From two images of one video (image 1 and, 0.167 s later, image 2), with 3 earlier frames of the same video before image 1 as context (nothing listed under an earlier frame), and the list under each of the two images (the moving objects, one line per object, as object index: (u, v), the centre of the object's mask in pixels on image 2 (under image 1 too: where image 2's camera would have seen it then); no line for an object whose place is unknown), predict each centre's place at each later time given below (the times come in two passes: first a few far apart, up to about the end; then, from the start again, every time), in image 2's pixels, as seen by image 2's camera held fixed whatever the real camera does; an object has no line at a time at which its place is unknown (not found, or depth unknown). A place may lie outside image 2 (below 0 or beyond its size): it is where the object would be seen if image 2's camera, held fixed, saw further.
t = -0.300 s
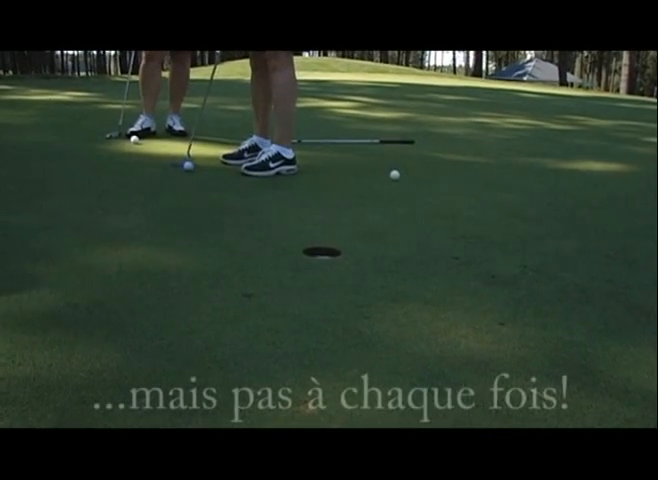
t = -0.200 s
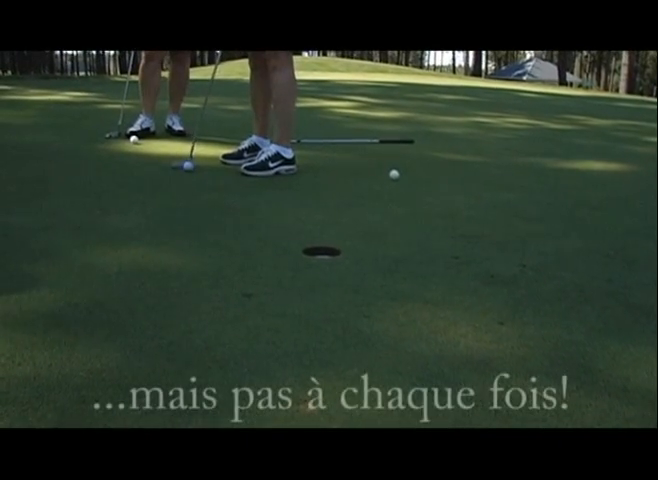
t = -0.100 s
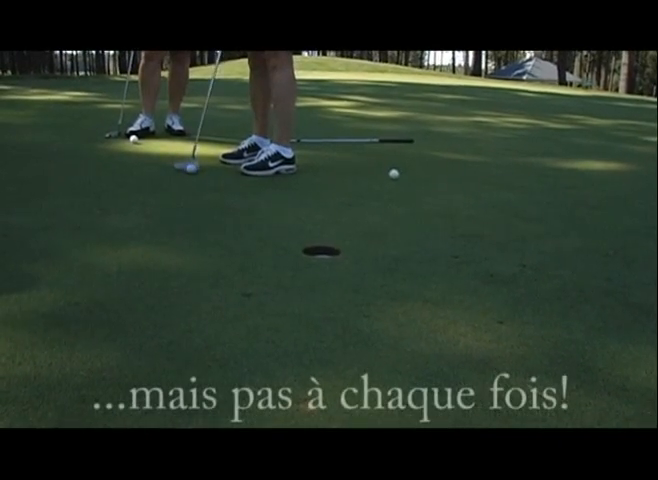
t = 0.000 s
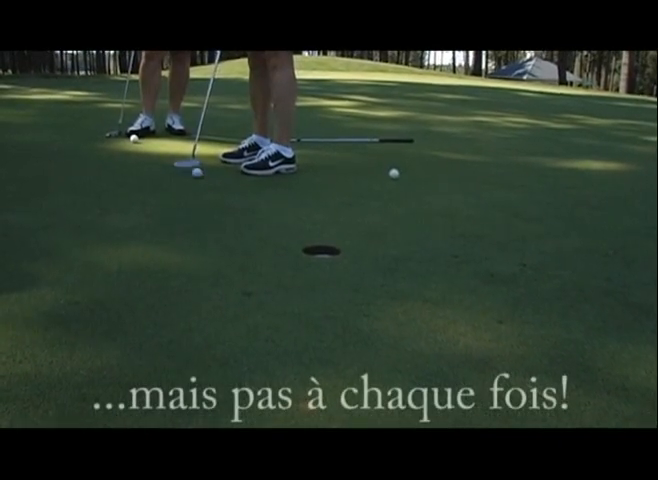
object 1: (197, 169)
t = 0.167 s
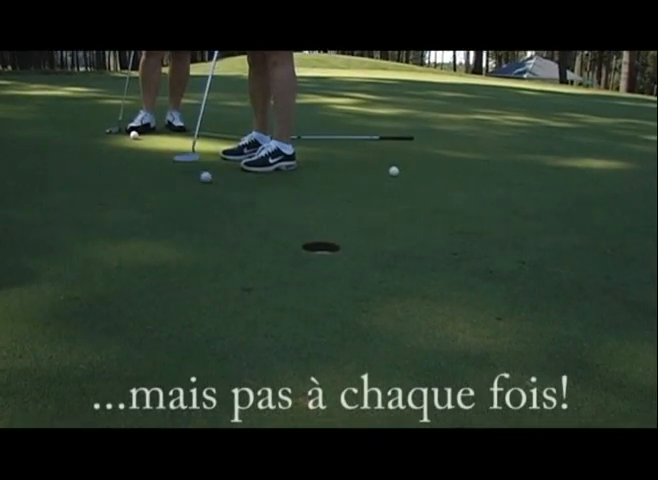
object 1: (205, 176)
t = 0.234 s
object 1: (209, 180)
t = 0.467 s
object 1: (224, 191)
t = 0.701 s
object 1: (244, 203)
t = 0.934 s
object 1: (263, 215)
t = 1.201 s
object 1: (286, 229)
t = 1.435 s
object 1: (309, 240)
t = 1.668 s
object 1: (333, 251)
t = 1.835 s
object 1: (349, 258)
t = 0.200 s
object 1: (207, 178)
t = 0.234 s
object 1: (209, 180)
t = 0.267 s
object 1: (211, 181)
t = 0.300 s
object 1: (213, 183)
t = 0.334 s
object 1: (215, 184)
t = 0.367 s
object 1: (217, 186)
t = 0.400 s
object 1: (220, 188)
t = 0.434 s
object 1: (221, 189)
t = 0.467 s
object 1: (224, 191)
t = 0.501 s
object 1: (227, 193)
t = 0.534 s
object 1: (229, 195)
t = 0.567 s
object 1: (232, 196)
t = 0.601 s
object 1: (235, 198)
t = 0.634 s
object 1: (238, 200)
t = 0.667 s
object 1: (241, 202)
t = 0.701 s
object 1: (244, 203)
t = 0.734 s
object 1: (246, 205)
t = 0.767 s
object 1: (249, 207)
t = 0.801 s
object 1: (251, 208)
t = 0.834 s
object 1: (255, 210)
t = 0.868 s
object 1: (257, 212)
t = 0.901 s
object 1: (260, 214)
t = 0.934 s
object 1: (263, 215)
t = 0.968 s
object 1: (266, 217)
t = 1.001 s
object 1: (269, 219)
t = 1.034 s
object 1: (272, 220)
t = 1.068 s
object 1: (275, 222)
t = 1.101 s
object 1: (278, 224)
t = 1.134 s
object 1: (281, 226)
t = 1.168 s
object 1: (283, 227)
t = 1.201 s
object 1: (286, 229)
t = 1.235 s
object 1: (289, 230)
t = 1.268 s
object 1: (292, 232)
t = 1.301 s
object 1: (295, 234)
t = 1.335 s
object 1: (298, 235)
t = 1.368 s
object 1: (301, 237)
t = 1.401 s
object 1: (306, 238)
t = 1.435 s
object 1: (309, 240)
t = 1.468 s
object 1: (313, 241)
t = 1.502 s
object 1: (317, 243)
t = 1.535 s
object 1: (320, 245)
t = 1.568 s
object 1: (324, 246)
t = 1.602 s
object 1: (327, 248)
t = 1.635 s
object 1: (330, 250)
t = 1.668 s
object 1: (333, 251)
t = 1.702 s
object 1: (336, 252)
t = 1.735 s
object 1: (340, 254)
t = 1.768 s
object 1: (343, 255)
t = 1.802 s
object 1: (346, 257)
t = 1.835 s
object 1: (349, 258)
